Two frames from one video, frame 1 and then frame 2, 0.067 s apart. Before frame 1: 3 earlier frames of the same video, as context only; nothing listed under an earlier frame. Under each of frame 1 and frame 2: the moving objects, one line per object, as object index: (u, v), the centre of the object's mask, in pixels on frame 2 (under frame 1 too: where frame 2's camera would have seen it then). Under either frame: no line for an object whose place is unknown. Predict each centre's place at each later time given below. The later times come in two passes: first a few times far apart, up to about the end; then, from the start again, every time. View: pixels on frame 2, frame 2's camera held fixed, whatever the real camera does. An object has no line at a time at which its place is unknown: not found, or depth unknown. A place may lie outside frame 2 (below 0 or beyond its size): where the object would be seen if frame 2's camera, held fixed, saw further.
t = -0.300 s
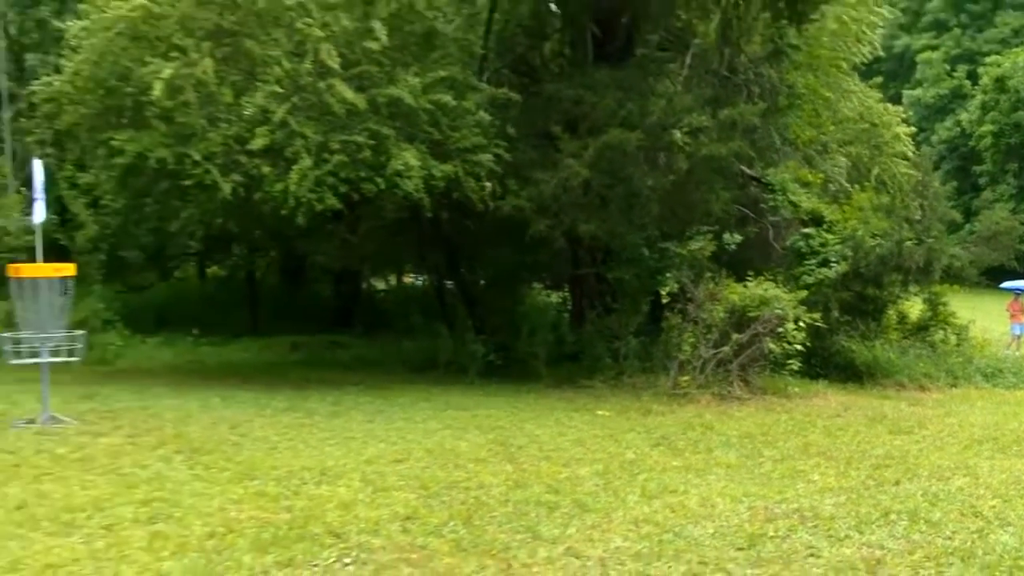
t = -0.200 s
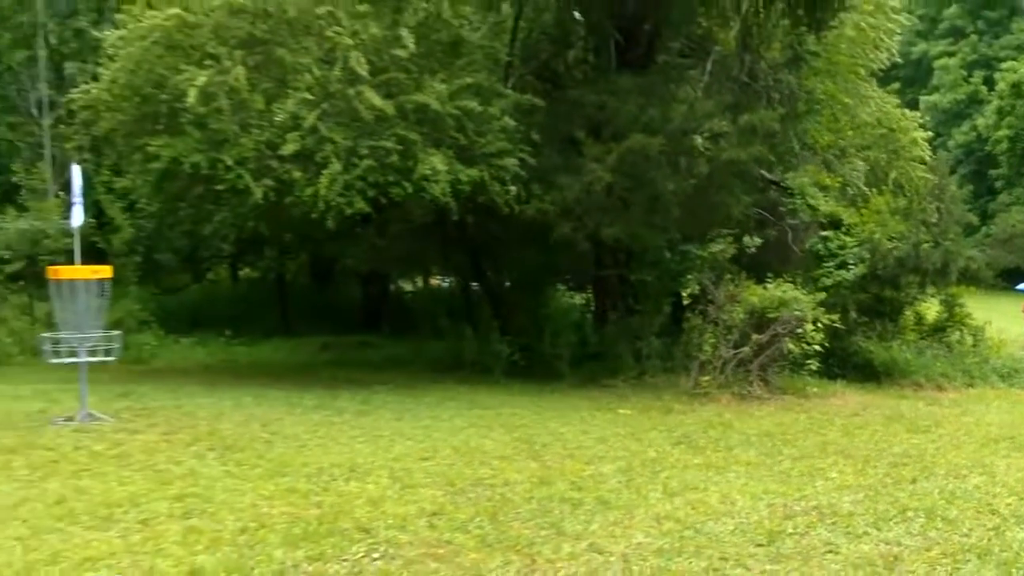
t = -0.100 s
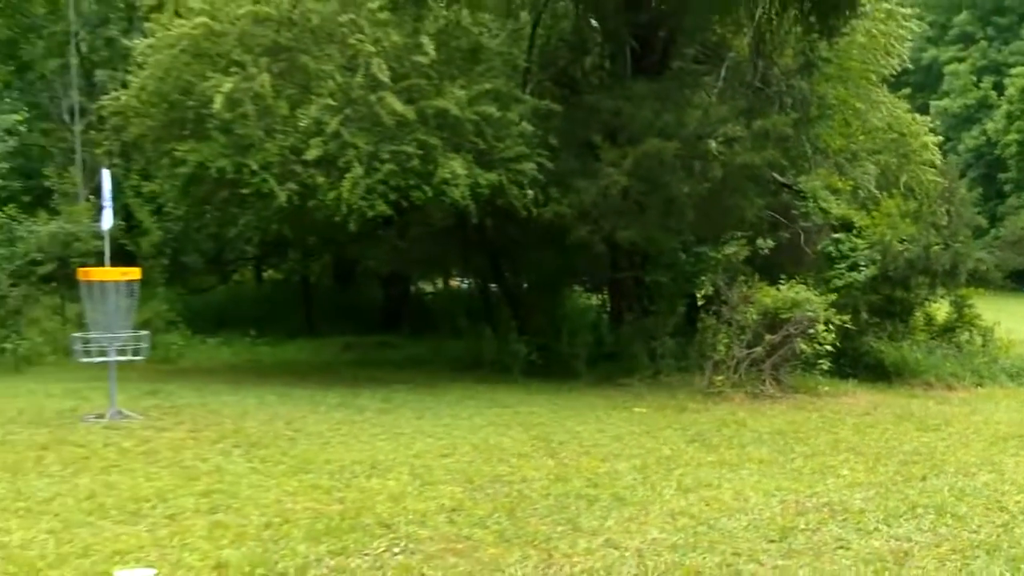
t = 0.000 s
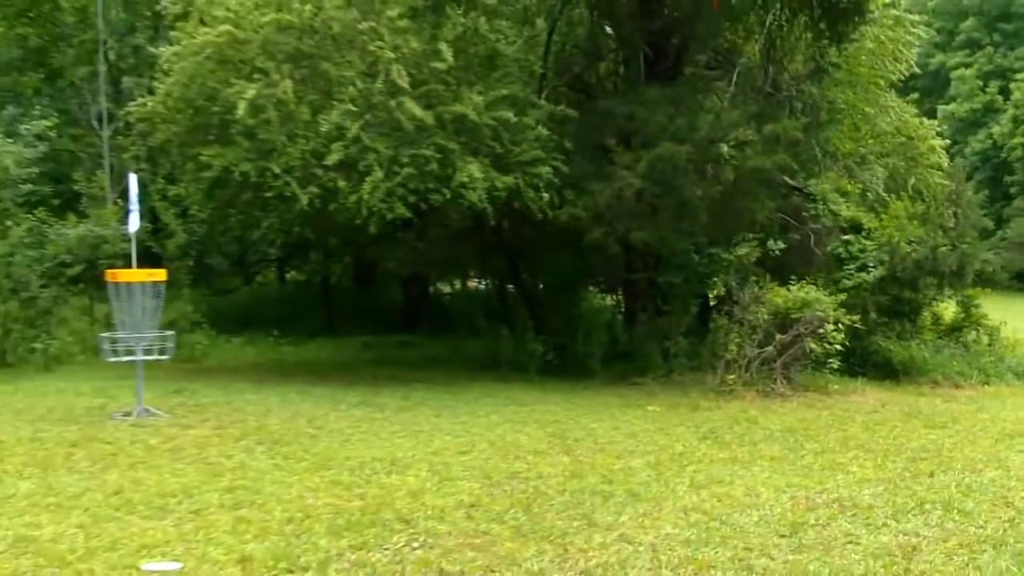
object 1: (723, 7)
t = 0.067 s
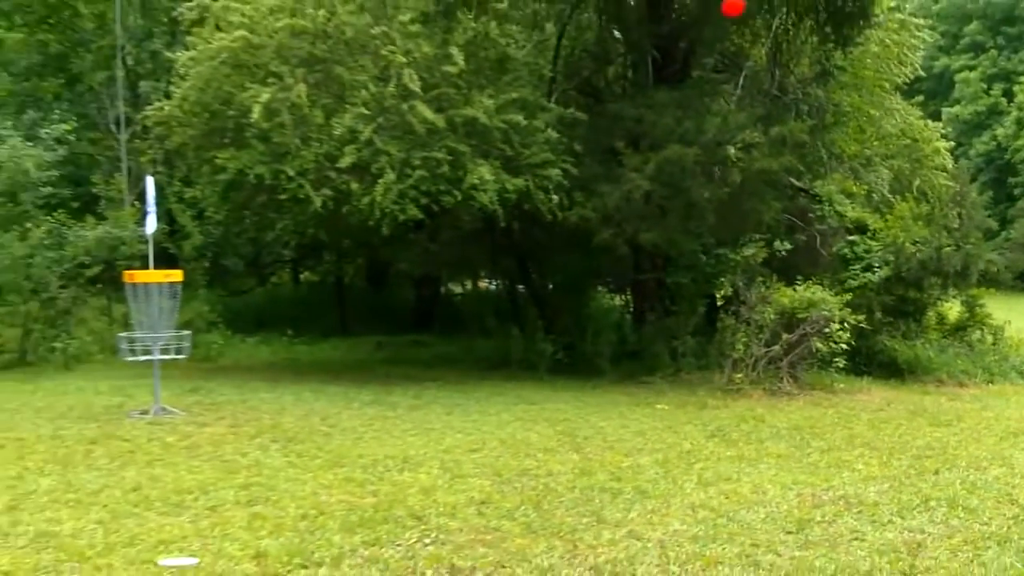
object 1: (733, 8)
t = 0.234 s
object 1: (658, 87)
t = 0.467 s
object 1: (550, 240)
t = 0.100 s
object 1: (717, 21)
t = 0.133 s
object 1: (702, 36)
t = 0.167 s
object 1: (687, 51)
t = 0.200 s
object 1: (672, 69)
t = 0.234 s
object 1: (658, 87)
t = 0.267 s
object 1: (643, 105)
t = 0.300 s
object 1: (627, 126)
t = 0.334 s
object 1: (612, 147)
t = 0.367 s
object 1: (597, 168)
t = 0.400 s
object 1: (581, 191)
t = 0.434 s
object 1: (566, 215)
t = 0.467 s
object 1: (550, 240)
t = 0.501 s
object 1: (536, 266)
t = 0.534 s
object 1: (521, 291)
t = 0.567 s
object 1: (508, 318)
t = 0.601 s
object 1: (494, 345)
